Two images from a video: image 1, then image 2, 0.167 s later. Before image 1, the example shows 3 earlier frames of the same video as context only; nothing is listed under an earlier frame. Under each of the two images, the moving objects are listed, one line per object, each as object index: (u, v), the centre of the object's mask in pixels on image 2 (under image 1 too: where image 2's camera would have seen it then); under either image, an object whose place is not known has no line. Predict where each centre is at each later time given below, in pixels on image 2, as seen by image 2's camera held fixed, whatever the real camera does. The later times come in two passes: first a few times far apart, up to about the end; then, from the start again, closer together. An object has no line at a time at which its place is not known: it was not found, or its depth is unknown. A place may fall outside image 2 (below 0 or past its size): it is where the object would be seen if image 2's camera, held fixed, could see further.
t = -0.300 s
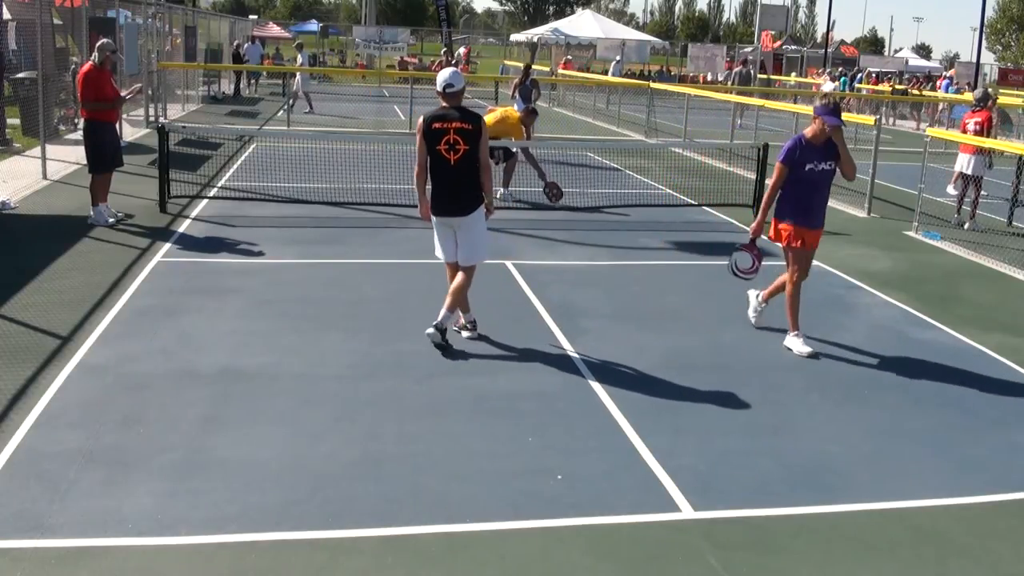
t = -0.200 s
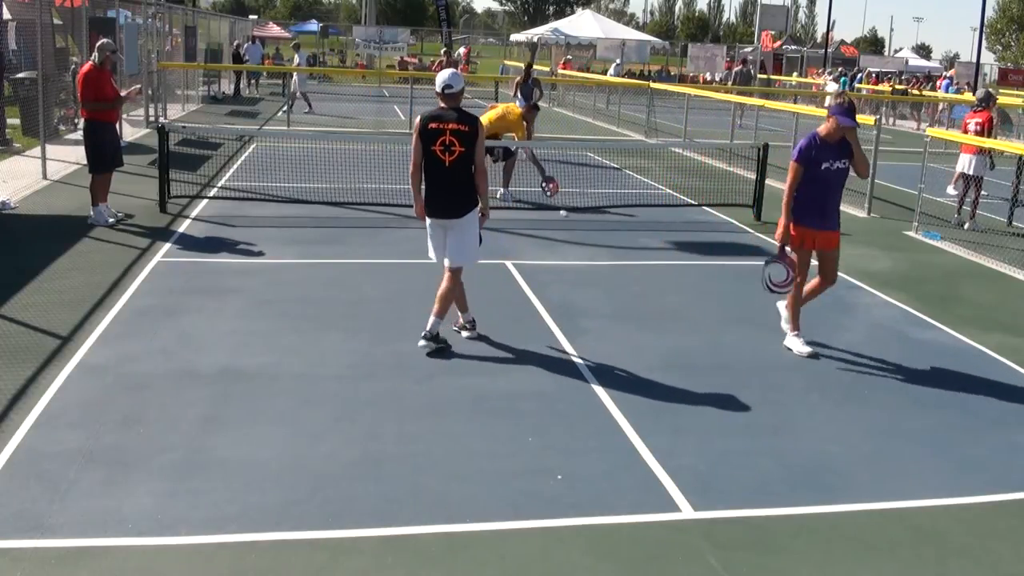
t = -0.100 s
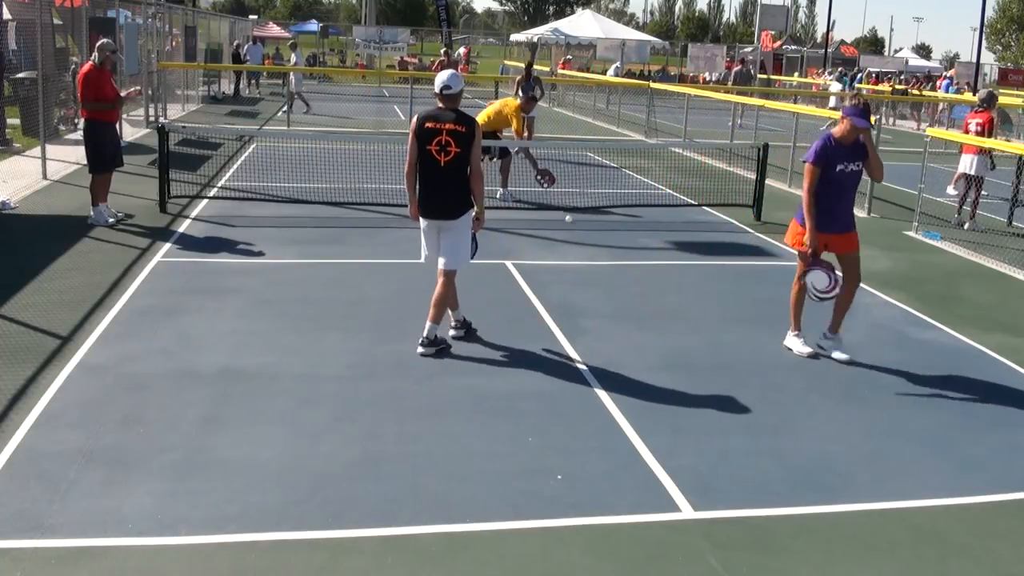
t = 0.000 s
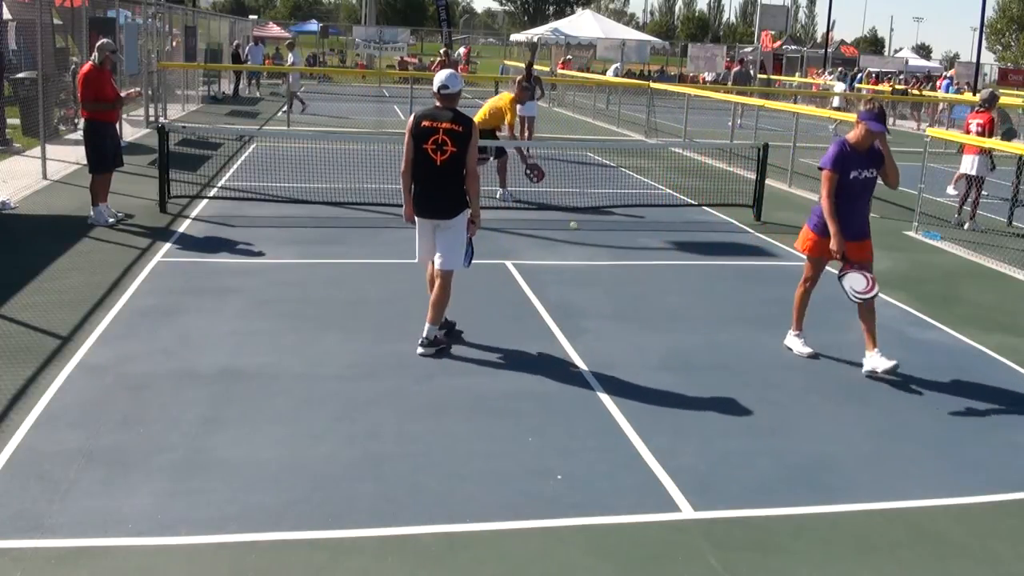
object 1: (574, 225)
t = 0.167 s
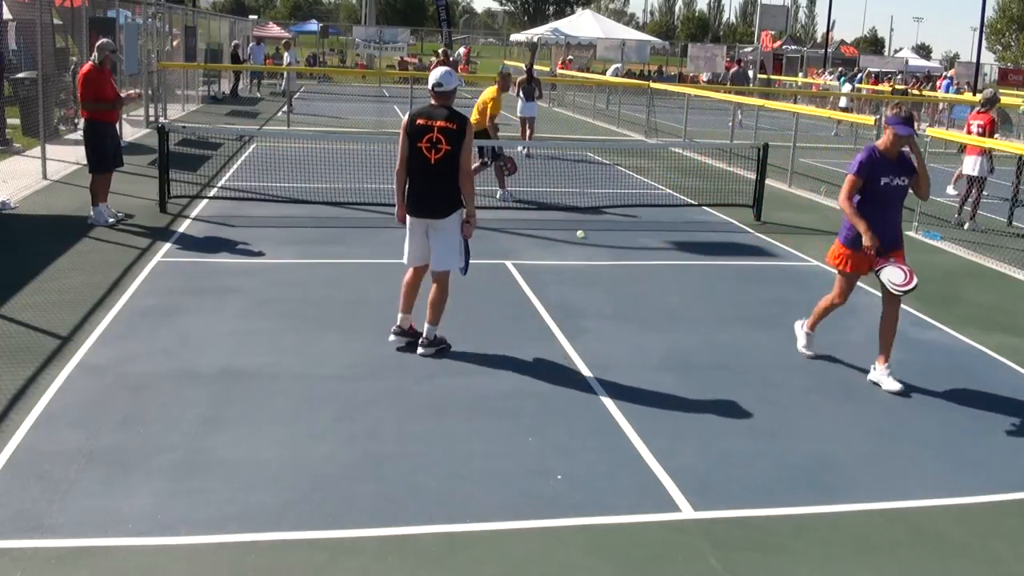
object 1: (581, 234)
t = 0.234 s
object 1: (583, 237)
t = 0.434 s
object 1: (592, 250)
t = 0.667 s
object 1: (603, 263)
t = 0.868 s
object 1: (612, 278)
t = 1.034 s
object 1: (621, 290)
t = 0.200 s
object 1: (582, 236)
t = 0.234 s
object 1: (583, 237)
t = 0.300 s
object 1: (585, 241)
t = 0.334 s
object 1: (587, 244)
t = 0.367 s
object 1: (589, 245)
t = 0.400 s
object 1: (591, 248)
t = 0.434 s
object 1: (592, 250)
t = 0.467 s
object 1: (593, 251)
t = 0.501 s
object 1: (595, 253)
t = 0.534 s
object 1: (596, 256)
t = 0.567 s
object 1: (598, 257)
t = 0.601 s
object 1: (599, 260)
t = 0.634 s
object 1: (601, 262)
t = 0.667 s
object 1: (603, 263)
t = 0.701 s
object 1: (604, 266)
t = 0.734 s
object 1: (606, 268)
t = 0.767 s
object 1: (608, 271)
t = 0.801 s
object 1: (608, 273)
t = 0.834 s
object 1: (611, 275)
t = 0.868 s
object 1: (612, 278)
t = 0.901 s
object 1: (614, 280)
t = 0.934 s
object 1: (616, 282)
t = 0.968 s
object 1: (617, 285)
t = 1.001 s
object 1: (619, 288)
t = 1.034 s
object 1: (621, 290)
